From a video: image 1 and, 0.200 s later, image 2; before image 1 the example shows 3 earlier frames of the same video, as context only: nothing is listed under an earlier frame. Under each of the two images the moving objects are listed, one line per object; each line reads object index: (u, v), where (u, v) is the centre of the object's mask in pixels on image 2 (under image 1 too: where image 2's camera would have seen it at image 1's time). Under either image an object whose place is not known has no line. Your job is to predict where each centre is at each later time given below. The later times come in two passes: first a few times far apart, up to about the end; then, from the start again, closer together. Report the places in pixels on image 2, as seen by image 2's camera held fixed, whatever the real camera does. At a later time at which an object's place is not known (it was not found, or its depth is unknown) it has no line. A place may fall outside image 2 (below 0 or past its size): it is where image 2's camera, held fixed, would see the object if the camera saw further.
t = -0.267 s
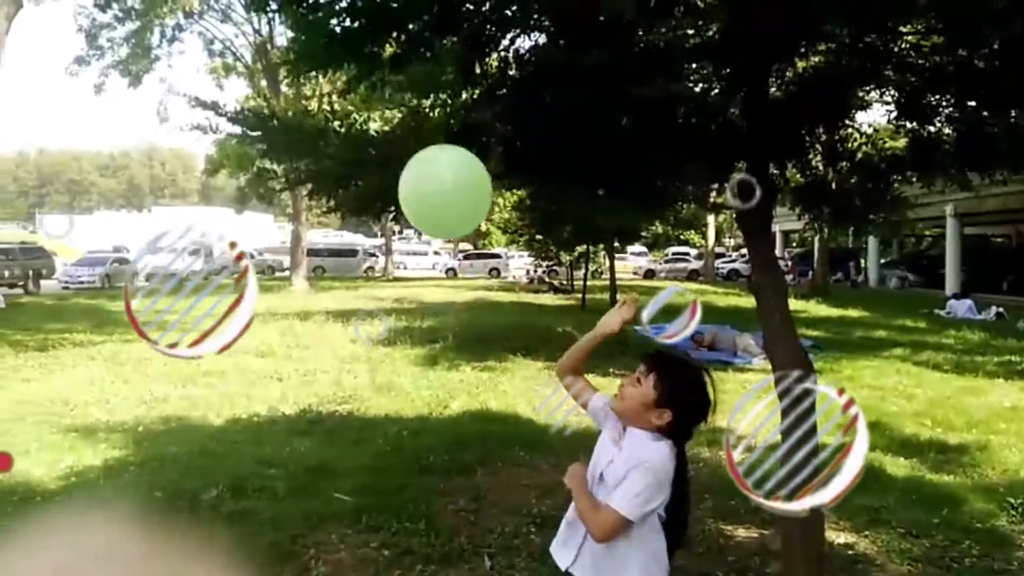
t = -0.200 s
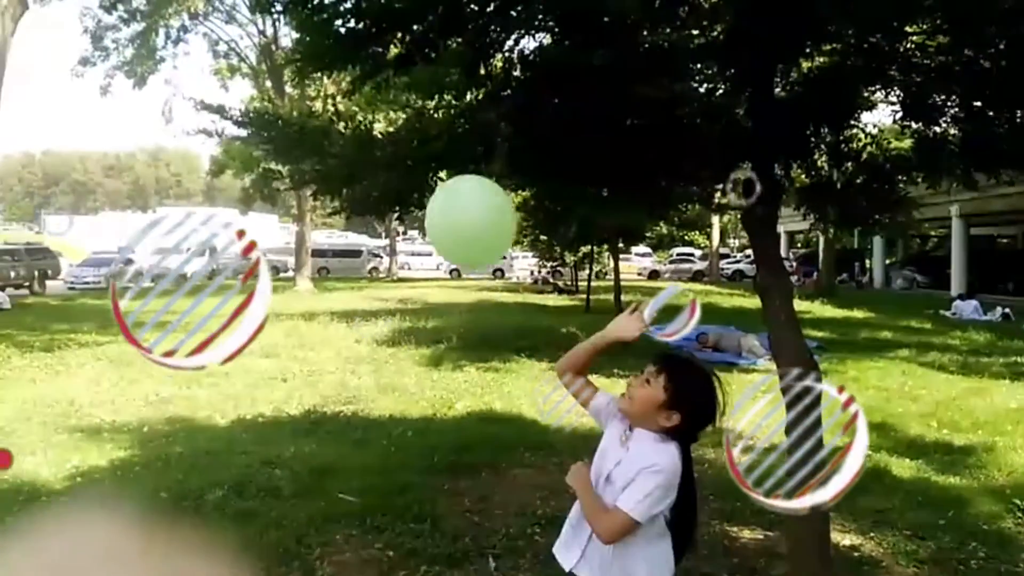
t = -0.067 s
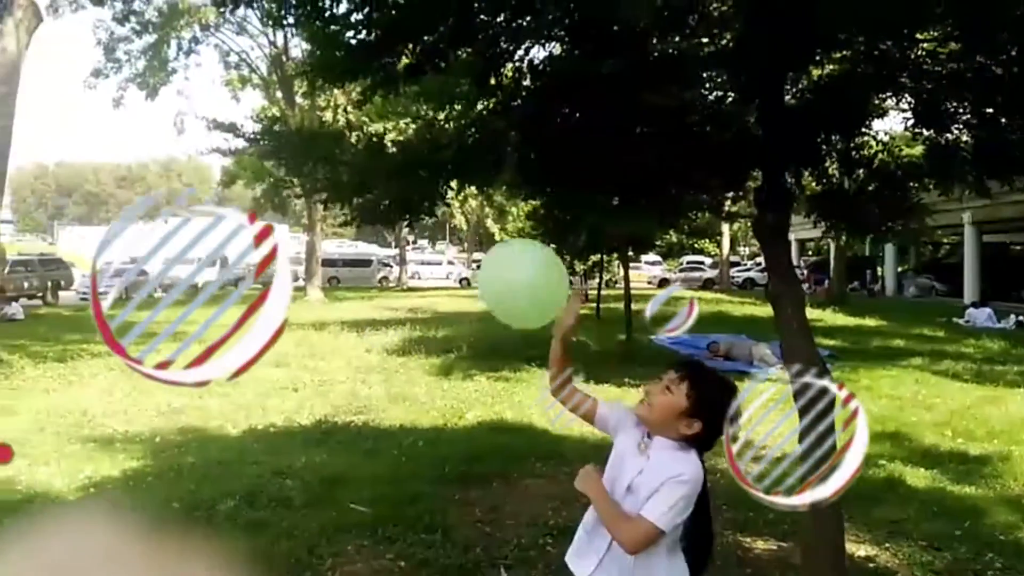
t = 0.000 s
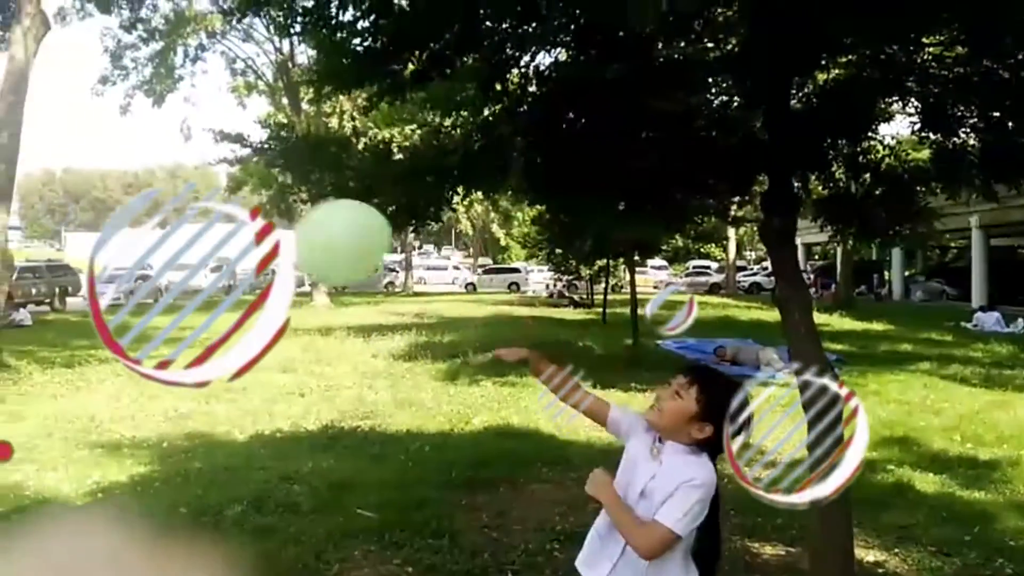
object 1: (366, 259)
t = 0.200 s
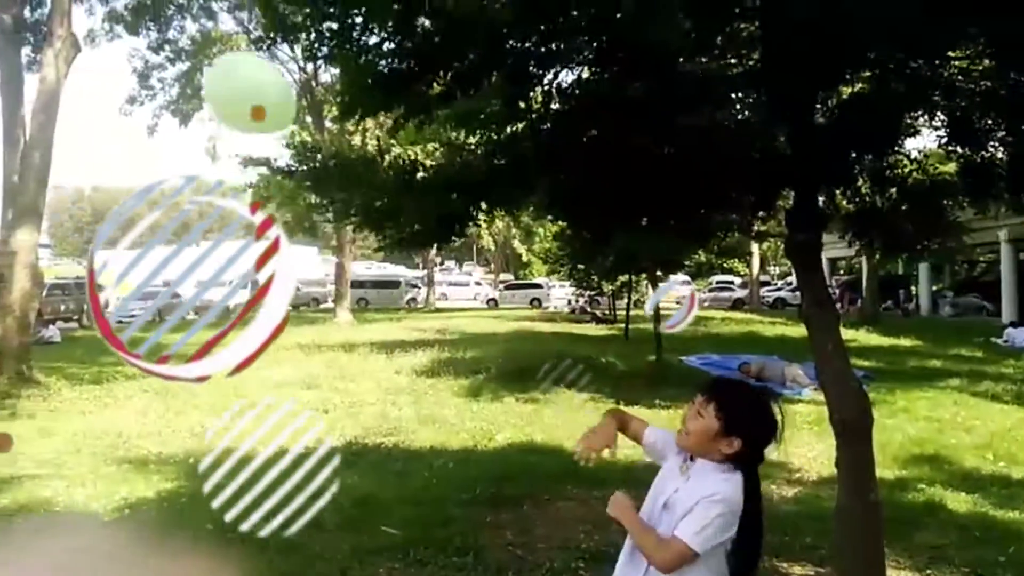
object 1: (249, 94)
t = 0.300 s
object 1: (274, 64)
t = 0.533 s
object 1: (346, 52)
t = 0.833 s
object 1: (451, 136)
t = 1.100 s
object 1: (513, 279)
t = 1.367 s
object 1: (556, 384)
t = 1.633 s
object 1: (611, 385)
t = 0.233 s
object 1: (256, 81)
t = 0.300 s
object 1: (274, 64)
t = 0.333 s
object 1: (284, 57)
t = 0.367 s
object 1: (294, 52)
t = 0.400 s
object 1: (305, 49)
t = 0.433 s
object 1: (314, 48)
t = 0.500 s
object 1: (335, 49)
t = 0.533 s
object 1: (346, 52)
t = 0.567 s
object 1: (356, 55)
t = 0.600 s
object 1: (367, 60)
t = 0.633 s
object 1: (379, 67)
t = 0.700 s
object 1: (403, 84)
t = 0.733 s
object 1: (415, 95)
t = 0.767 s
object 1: (428, 107)
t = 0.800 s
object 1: (440, 120)
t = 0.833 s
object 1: (451, 136)
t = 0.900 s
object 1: (473, 171)
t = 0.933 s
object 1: (483, 189)
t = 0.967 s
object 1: (492, 208)
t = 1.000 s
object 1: (499, 226)
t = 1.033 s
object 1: (505, 245)
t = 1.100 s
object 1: (513, 279)
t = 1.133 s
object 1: (516, 294)
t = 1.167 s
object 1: (520, 308)
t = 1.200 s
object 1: (523, 322)
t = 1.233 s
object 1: (527, 334)
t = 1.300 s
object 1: (543, 366)
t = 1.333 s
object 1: (550, 376)
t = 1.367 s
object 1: (556, 384)
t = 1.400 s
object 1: (563, 390)
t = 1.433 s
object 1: (571, 395)
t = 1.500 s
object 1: (584, 397)
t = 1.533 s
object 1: (590, 395)
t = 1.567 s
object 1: (597, 391)
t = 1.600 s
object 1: (604, 388)
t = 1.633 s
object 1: (611, 385)
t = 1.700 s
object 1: (624, 379)
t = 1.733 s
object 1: (630, 376)
